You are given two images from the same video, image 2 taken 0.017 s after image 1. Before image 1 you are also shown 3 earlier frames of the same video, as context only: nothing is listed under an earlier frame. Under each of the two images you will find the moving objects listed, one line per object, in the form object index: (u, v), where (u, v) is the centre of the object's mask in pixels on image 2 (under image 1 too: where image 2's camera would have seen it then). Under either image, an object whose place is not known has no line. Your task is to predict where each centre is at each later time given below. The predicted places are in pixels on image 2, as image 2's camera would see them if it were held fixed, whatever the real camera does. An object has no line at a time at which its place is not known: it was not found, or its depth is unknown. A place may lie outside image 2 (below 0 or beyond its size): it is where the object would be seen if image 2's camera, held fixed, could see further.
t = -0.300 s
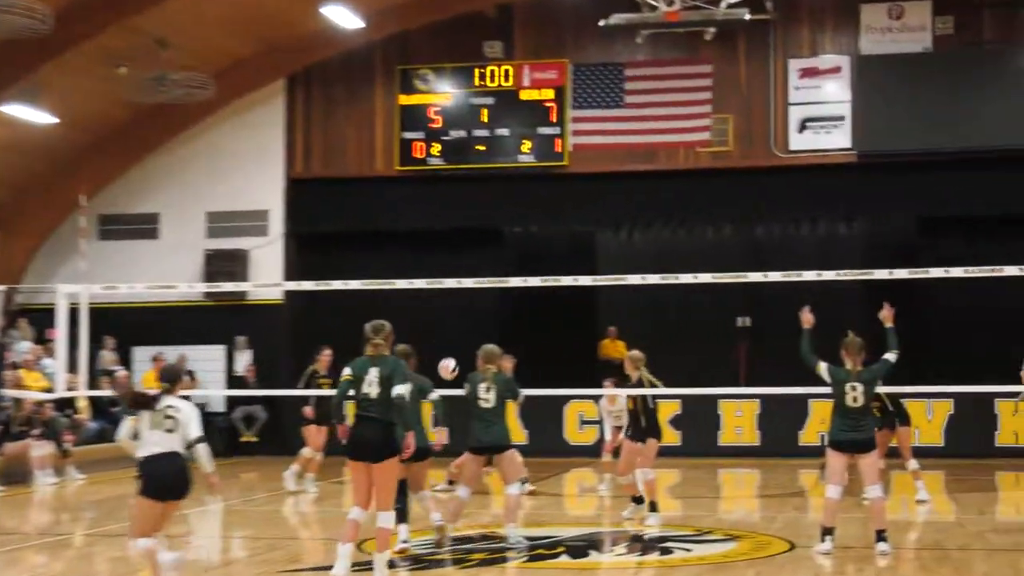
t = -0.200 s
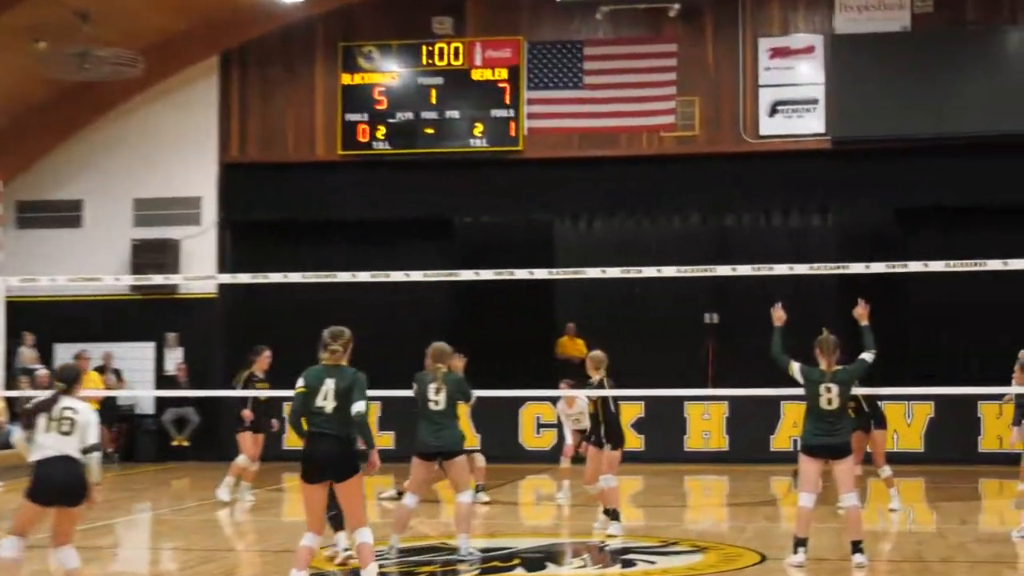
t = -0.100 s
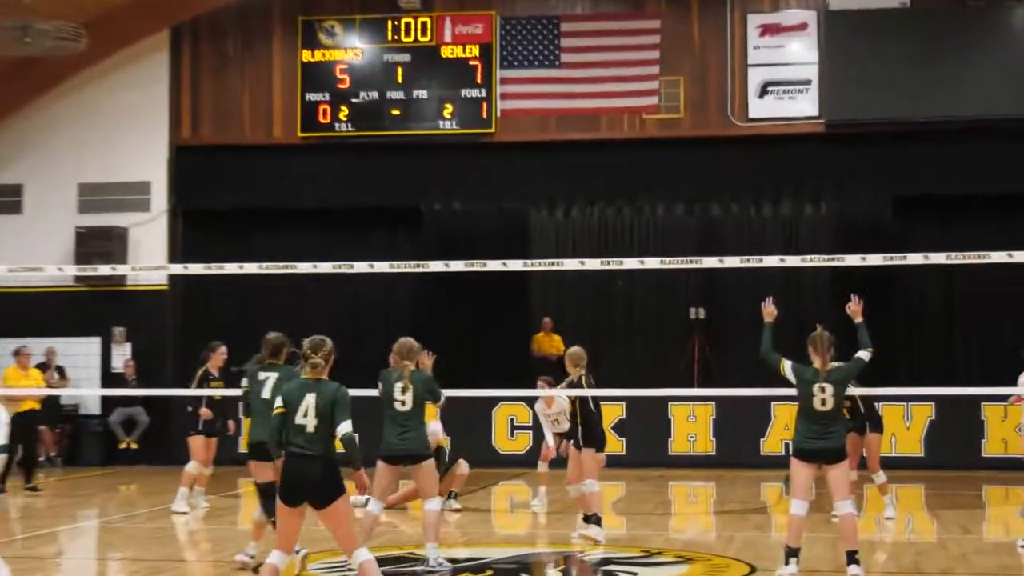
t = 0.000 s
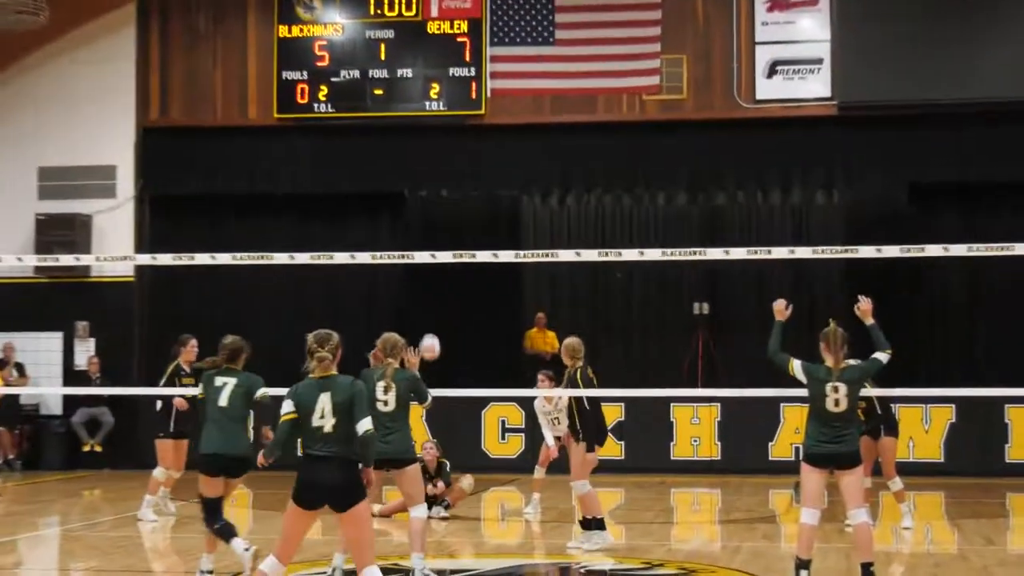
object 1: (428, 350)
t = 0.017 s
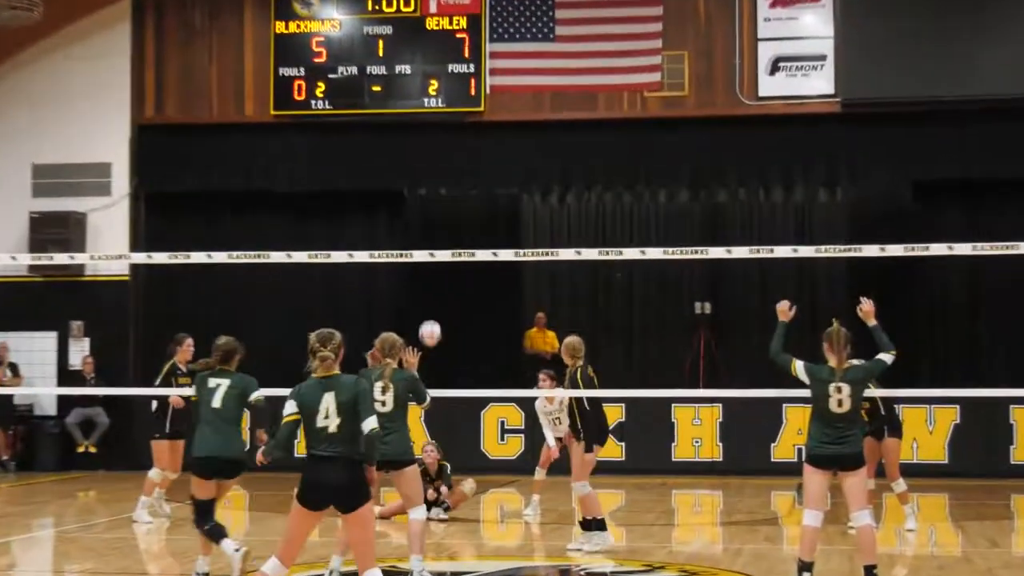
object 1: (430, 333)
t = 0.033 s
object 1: (432, 320)
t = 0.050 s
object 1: (433, 306)
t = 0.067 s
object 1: (436, 294)
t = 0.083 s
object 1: (438, 282)
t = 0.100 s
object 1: (439, 272)
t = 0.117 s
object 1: (443, 255)
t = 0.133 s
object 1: (444, 243)
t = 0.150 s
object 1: (444, 234)
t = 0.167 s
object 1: (446, 223)
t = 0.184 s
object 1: (448, 212)
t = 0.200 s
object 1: (449, 201)
